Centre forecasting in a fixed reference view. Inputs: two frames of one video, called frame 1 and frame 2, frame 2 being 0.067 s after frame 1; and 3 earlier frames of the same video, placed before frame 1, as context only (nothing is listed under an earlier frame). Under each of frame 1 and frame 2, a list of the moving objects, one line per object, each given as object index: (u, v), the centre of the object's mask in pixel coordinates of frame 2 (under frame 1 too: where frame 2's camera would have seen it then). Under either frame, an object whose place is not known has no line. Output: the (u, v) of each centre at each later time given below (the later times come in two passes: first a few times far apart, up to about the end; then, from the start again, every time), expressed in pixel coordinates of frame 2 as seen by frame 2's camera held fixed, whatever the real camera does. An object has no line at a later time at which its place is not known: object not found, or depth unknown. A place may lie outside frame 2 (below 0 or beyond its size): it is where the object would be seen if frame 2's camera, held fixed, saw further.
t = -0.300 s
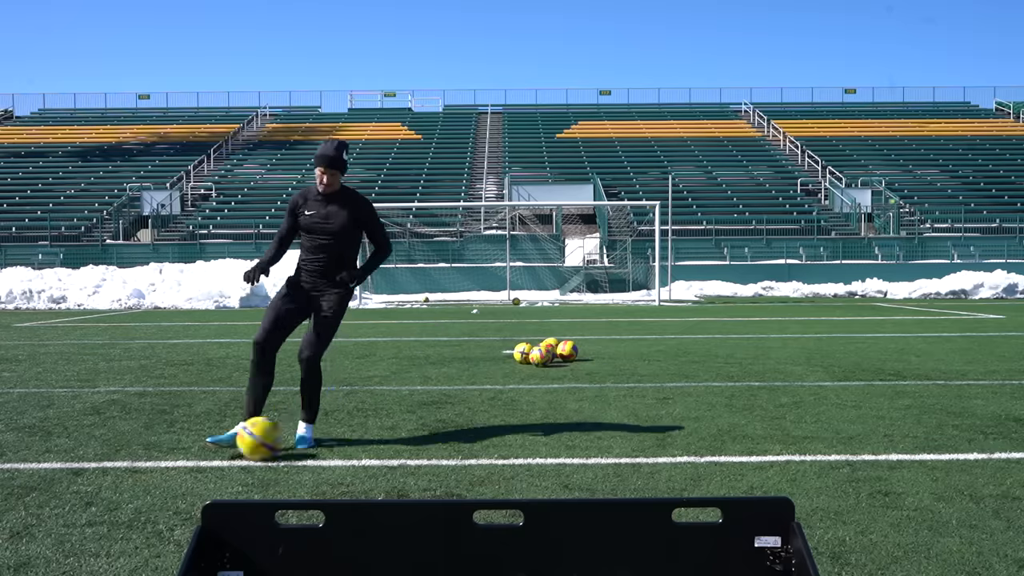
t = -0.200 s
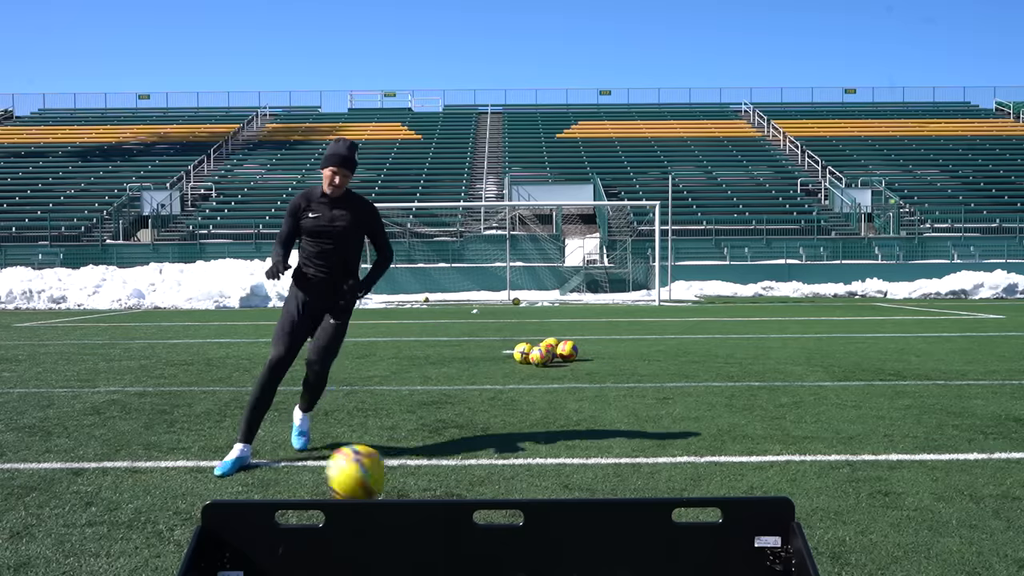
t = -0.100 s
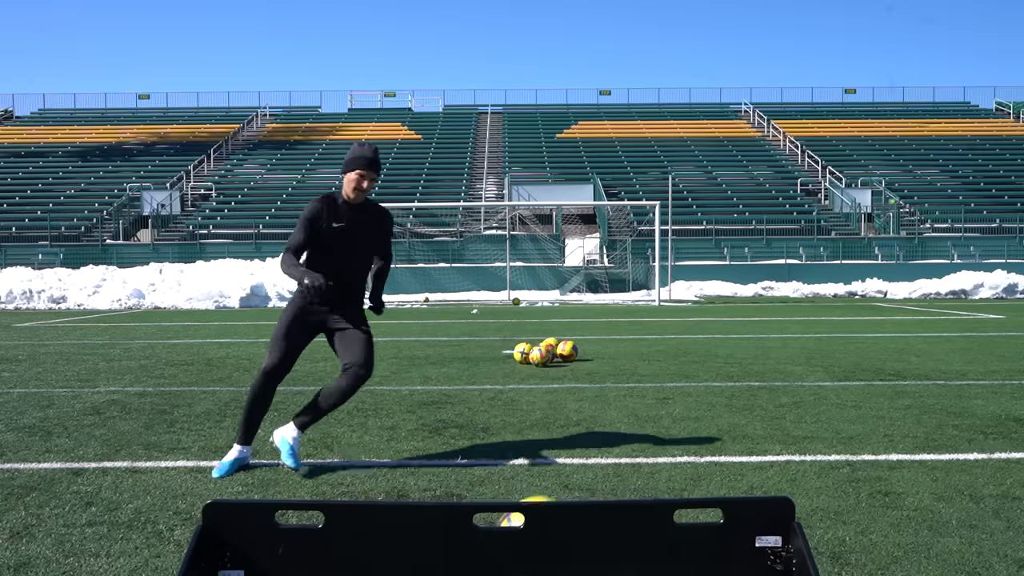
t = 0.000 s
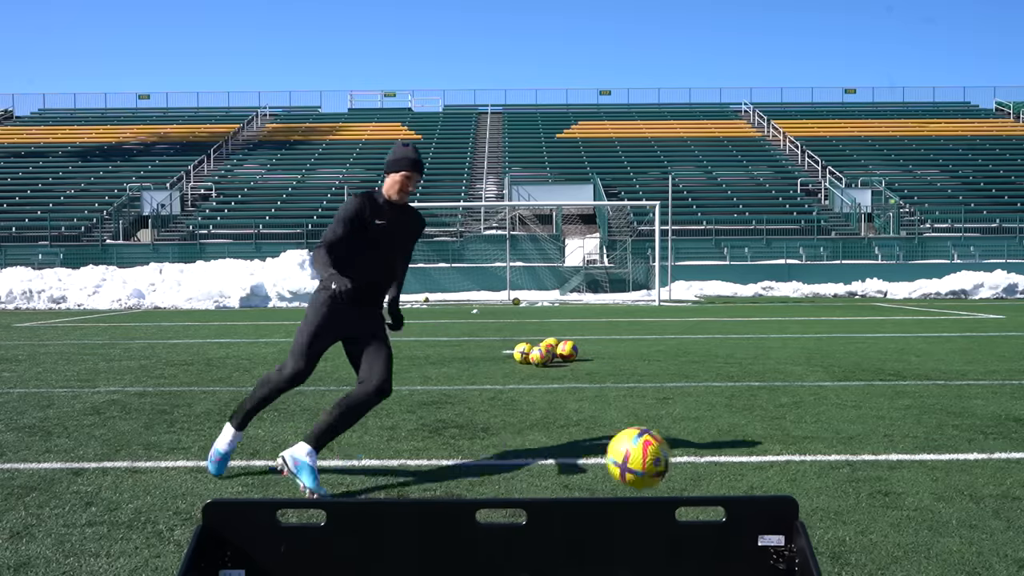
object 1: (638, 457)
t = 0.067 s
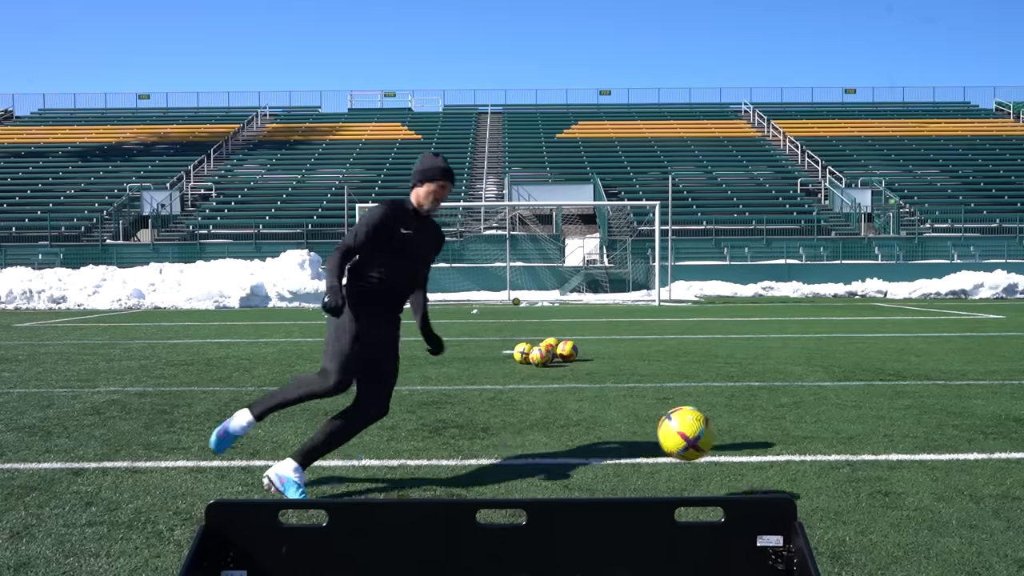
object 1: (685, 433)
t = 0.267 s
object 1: (779, 418)
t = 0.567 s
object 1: (852, 385)
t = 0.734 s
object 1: (878, 379)
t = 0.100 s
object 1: (705, 427)
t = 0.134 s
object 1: (723, 424)
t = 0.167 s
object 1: (740, 424)
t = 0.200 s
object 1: (754, 425)
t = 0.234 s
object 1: (769, 429)
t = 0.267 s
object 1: (779, 418)
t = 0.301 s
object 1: (789, 407)
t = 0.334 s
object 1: (798, 399)
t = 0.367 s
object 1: (807, 393)
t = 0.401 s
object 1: (815, 389)
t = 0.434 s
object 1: (824, 387)
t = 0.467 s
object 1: (831, 387)
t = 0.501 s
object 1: (839, 390)
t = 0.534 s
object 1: (846, 391)
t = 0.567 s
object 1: (852, 385)
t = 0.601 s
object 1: (857, 381)
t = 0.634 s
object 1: (862, 379)
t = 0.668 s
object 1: (868, 377)
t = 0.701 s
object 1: (873, 378)
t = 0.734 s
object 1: (878, 379)
